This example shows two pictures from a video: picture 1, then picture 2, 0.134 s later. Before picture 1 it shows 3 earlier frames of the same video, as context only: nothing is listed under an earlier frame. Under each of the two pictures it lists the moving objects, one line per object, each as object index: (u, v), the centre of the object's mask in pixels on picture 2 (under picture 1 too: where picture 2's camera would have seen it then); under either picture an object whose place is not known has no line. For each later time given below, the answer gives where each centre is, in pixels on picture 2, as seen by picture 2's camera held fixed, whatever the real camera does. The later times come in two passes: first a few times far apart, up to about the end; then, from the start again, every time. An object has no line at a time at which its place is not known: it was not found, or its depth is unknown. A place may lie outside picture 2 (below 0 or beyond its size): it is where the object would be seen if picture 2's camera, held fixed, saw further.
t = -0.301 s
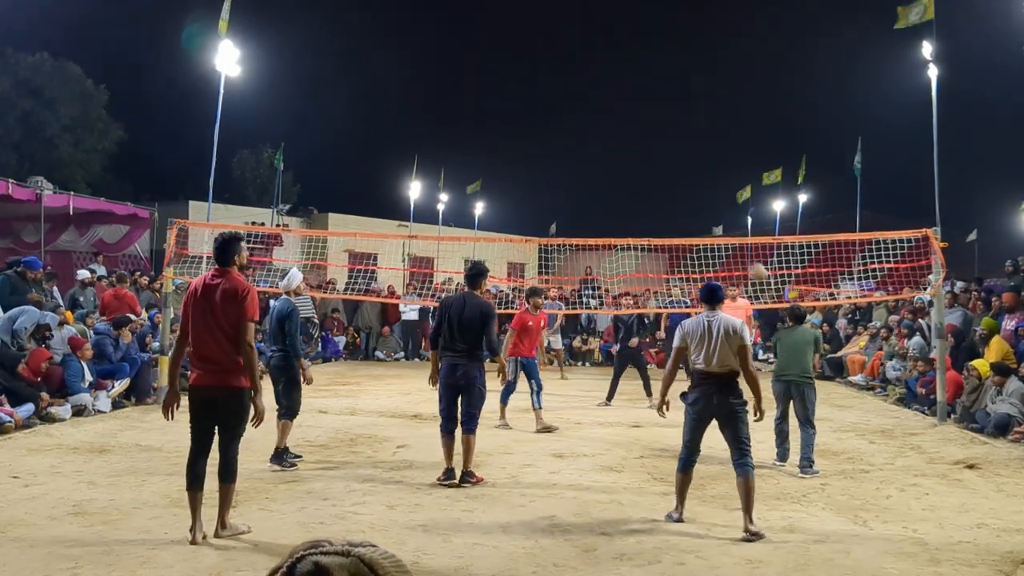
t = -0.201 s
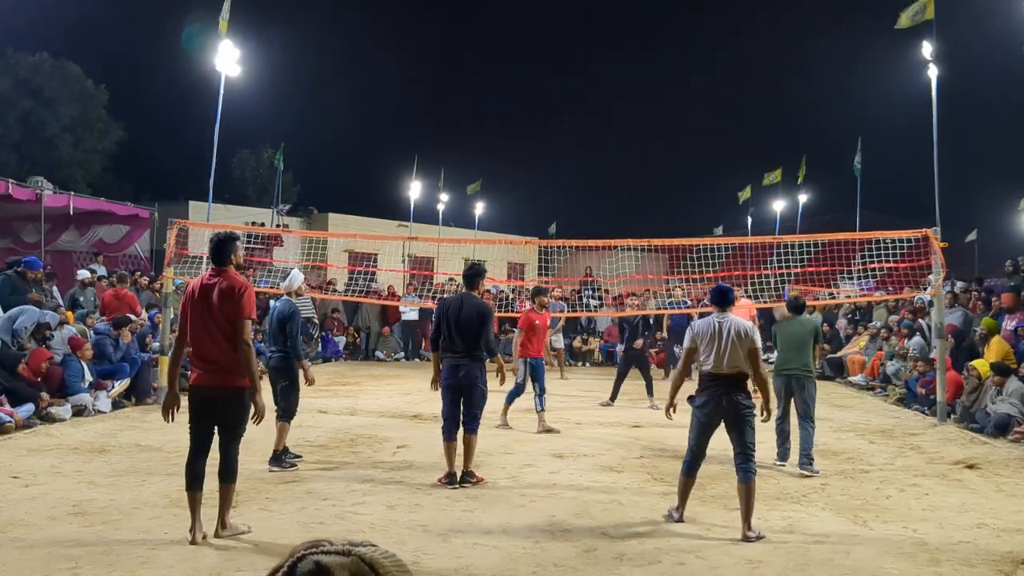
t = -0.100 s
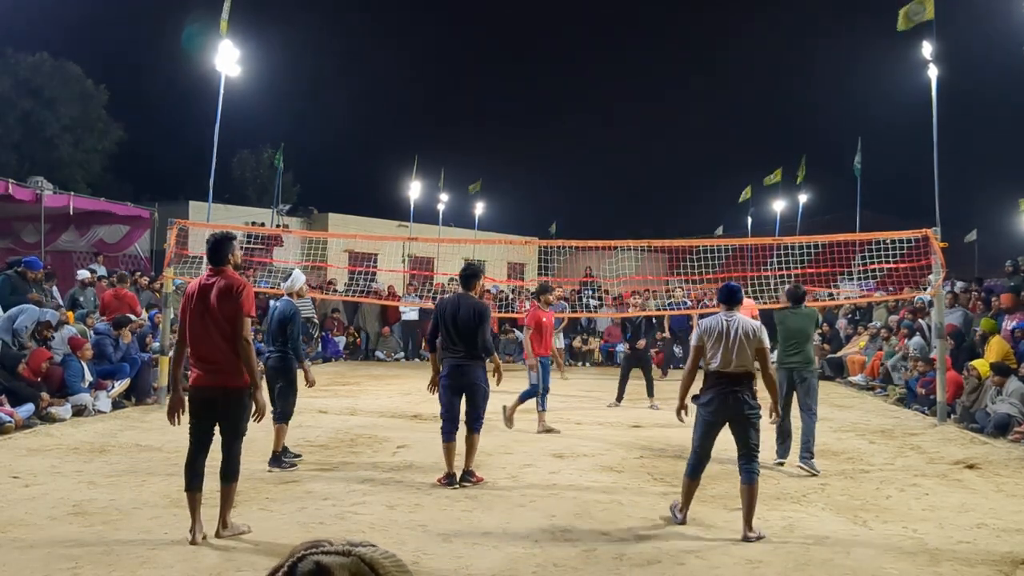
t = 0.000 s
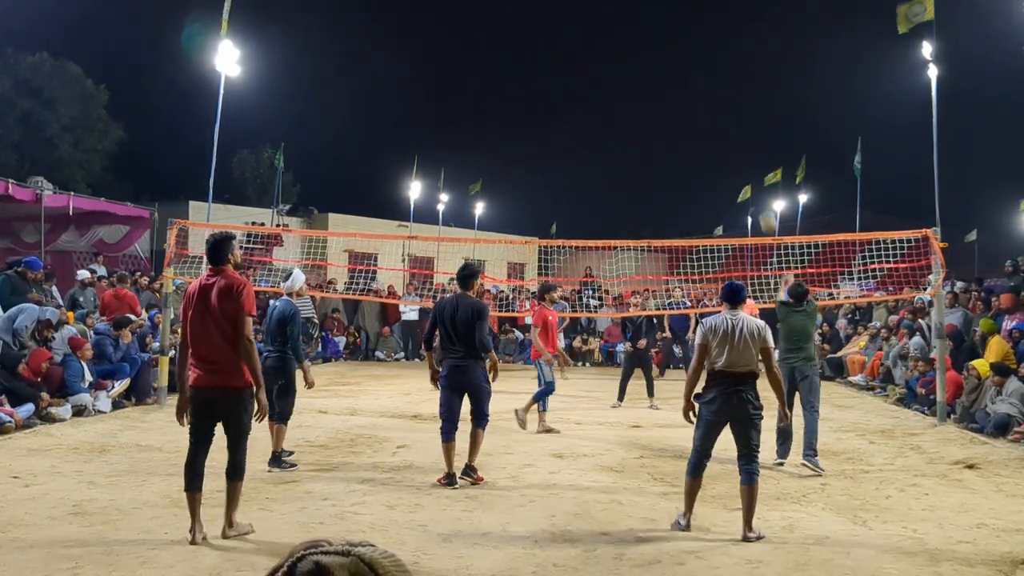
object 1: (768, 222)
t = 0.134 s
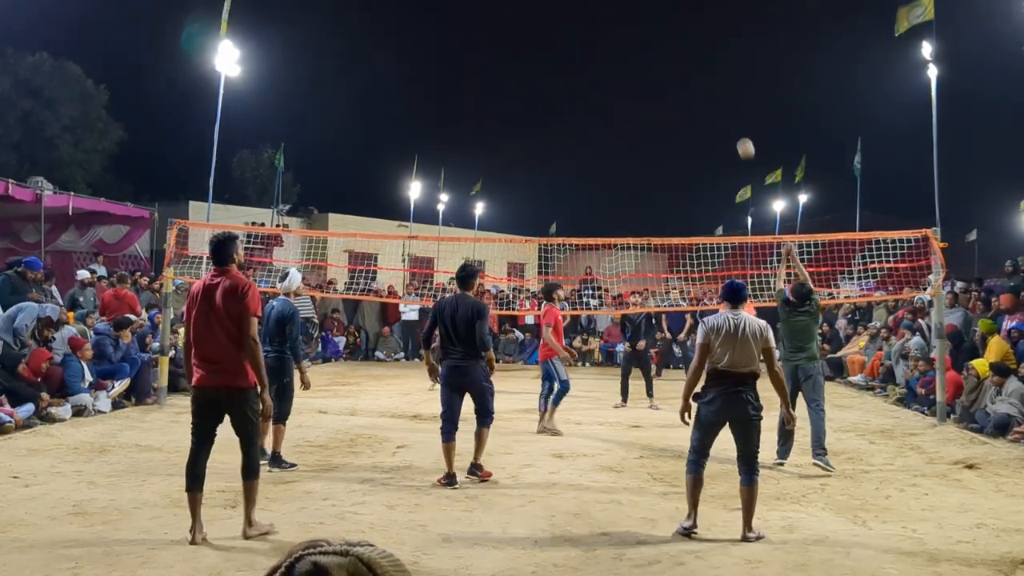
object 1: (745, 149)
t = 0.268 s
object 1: (725, 98)
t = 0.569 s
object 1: (683, 52)
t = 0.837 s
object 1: (653, 68)
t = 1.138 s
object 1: (624, 132)
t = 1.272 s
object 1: (612, 173)
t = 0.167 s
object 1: (740, 134)
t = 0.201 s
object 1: (735, 120)
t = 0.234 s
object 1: (729, 108)
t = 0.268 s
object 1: (725, 98)
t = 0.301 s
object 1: (719, 88)
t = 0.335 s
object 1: (715, 80)
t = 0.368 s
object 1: (710, 74)
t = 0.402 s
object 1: (705, 67)
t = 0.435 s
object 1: (701, 62)
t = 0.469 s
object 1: (696, 58)
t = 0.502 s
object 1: (692, 55)
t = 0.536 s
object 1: (688, 53)
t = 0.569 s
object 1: (683, 52)
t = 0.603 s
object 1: (679, 51)
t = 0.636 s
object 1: (675, 52)
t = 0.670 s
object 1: (671, 53)
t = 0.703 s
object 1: (667, 54)
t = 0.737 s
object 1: (664, 57)
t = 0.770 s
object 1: (660, 60)
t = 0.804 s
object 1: (656, 63)
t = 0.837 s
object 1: (653, 68)
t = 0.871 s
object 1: (649, 73)
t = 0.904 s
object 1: (646, 79)
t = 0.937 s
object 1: (643, 84)
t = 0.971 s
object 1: (639, 91)
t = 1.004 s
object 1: (636, 98)
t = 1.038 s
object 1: (633, 106)
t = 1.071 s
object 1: (630, 115)
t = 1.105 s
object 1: (627, 123)
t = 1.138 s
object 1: (624, 132)
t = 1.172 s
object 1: (620, 142)
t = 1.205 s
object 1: (618, 152)
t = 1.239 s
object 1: (615, 162)
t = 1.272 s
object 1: (612, 173)
